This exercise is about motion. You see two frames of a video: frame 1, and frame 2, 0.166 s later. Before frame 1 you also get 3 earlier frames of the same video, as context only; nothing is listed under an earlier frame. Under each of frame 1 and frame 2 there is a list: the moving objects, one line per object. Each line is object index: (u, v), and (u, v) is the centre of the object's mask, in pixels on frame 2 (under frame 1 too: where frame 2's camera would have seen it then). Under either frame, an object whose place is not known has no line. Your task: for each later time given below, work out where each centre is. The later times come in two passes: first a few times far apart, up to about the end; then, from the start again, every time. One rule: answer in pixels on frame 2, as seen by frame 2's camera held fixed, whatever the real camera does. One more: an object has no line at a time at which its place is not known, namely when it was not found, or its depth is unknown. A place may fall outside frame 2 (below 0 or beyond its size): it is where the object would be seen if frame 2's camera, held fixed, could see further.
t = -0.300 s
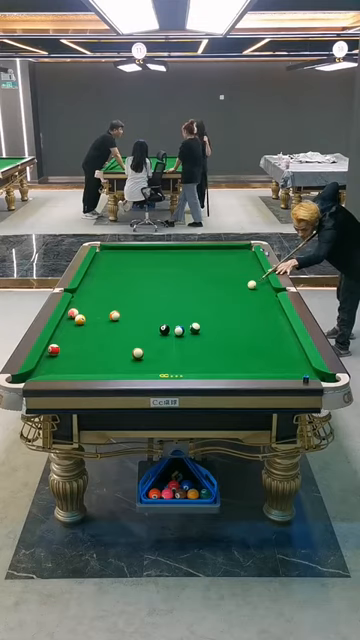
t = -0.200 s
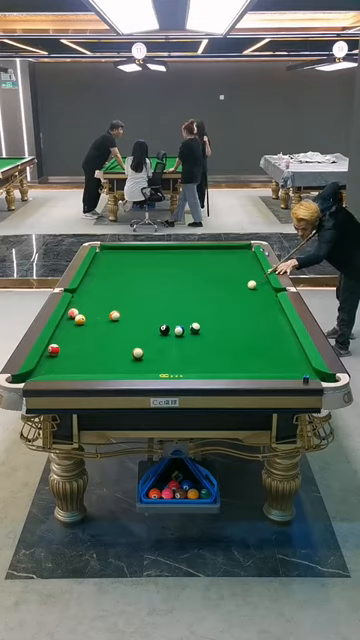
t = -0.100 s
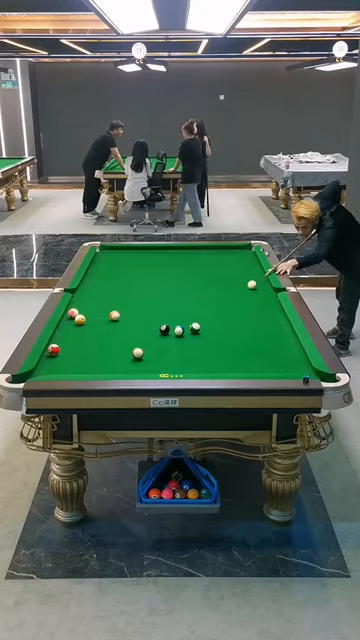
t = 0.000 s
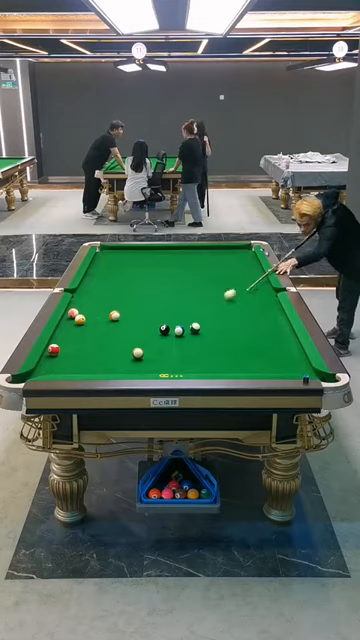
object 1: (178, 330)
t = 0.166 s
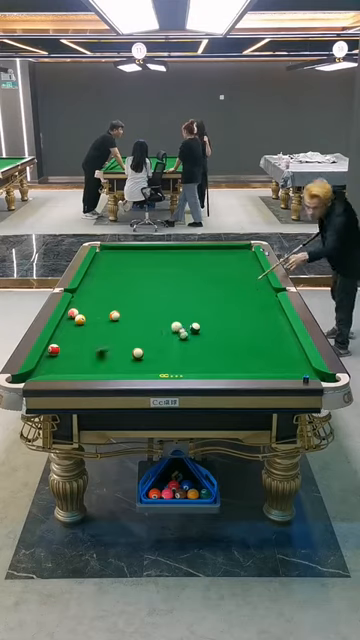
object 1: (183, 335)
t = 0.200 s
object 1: (186, 337)
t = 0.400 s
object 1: (196, 343)
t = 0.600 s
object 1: (209, 354)
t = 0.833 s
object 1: (221, 362)
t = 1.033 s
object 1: (234, 371)
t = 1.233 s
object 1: (239, 362)
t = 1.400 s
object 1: (241, 358)
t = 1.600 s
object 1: (248, 354)
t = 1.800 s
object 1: (251, 347)
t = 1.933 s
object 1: (253, 346)
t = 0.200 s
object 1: (186, 337)
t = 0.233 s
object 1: (188, 337)
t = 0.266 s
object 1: (190, 342)
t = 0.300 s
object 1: (192, 339)
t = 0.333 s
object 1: (194, 342)
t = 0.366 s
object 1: (195, 344)
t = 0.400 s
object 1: (196, 343)
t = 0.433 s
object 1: (198, 345)
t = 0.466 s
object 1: (201, 348)
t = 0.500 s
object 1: (202, 347)
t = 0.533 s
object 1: (204, 349)
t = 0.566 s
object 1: (206, 350)
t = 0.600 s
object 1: (209, 354)
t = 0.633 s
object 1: (209, 354)
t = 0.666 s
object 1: (211, 355)
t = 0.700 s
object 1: (214, 356)
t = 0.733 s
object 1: (216, 358)
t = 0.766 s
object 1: (217, 360)
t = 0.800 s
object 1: (219, 361)
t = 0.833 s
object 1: (221, 362)
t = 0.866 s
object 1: (224, 364)
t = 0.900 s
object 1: (226, 365)
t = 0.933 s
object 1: (227, 366)
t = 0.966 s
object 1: (229, 367)
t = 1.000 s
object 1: (232, 369)
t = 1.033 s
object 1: (234, 371)
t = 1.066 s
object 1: (235, 369)
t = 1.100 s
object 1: (237, 368)
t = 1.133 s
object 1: (237, 366)
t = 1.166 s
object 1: (238, 364)
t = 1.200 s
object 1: (238, 363)
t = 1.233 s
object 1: (239, 362)
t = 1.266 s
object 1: (237, 367)
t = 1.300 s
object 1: (238, 365)
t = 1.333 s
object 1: (239, 363)
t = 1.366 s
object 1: (240, 361)
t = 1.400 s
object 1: (241, 358)
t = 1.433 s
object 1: (242, 356)
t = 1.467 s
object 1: (245, 355)
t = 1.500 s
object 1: (247, 355)
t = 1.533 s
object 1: (247, 354)
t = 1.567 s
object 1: (248, 352)
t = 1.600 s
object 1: (248, 354)
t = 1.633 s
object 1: (249, 353)
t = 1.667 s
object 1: (250, 352)
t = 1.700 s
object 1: (250, 351)
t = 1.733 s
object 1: (250, 349)
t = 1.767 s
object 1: (250, 348)
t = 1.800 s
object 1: (251, 347)
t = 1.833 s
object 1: (250, 350)
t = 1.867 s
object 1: (251, 349)
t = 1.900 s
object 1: (252, 348)
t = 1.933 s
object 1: (253, 346)
